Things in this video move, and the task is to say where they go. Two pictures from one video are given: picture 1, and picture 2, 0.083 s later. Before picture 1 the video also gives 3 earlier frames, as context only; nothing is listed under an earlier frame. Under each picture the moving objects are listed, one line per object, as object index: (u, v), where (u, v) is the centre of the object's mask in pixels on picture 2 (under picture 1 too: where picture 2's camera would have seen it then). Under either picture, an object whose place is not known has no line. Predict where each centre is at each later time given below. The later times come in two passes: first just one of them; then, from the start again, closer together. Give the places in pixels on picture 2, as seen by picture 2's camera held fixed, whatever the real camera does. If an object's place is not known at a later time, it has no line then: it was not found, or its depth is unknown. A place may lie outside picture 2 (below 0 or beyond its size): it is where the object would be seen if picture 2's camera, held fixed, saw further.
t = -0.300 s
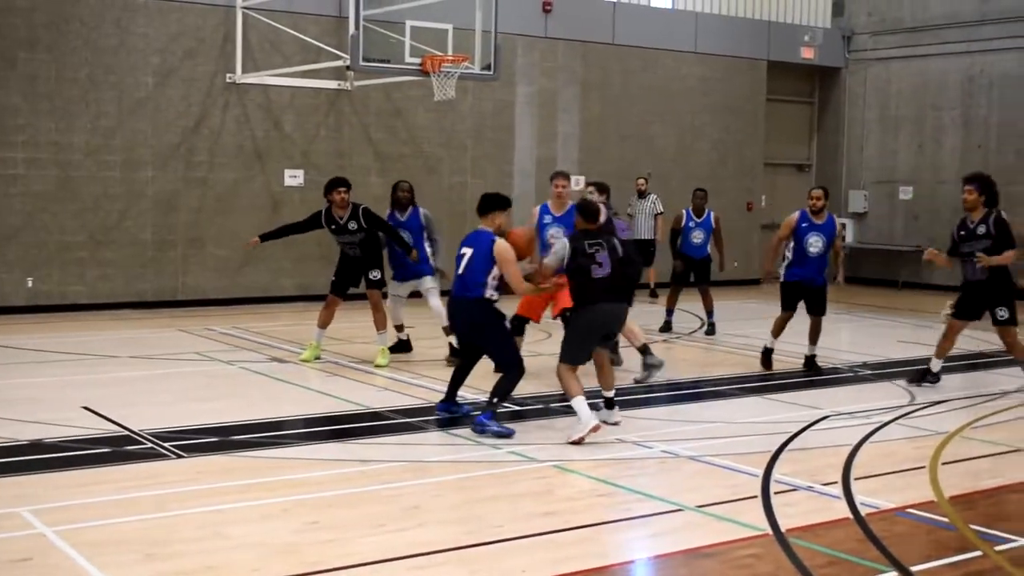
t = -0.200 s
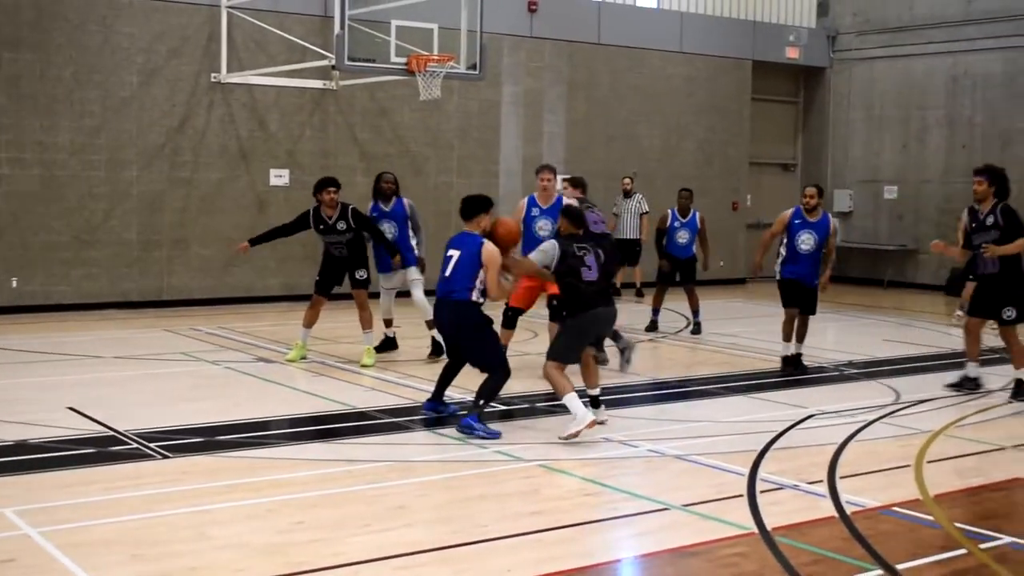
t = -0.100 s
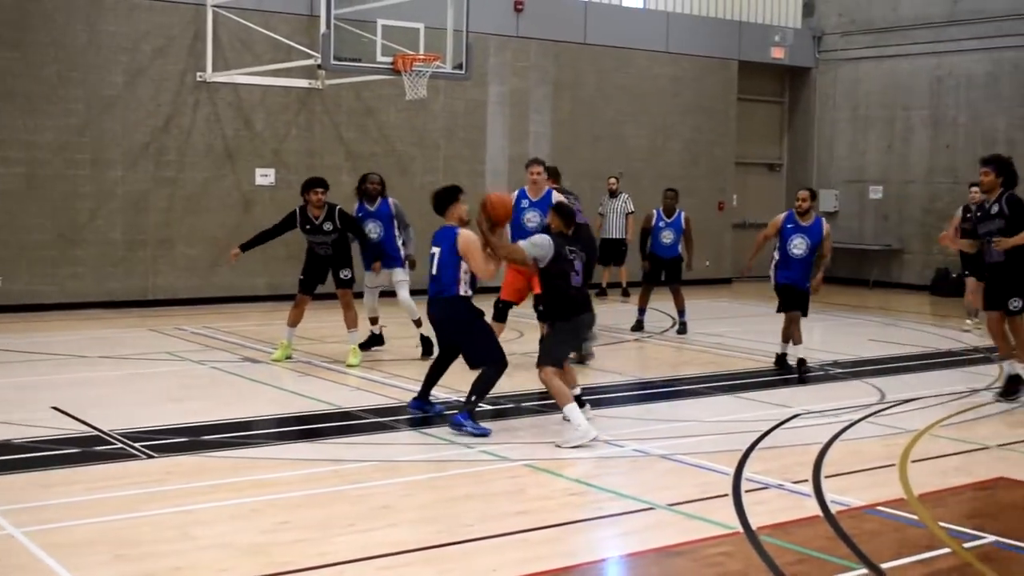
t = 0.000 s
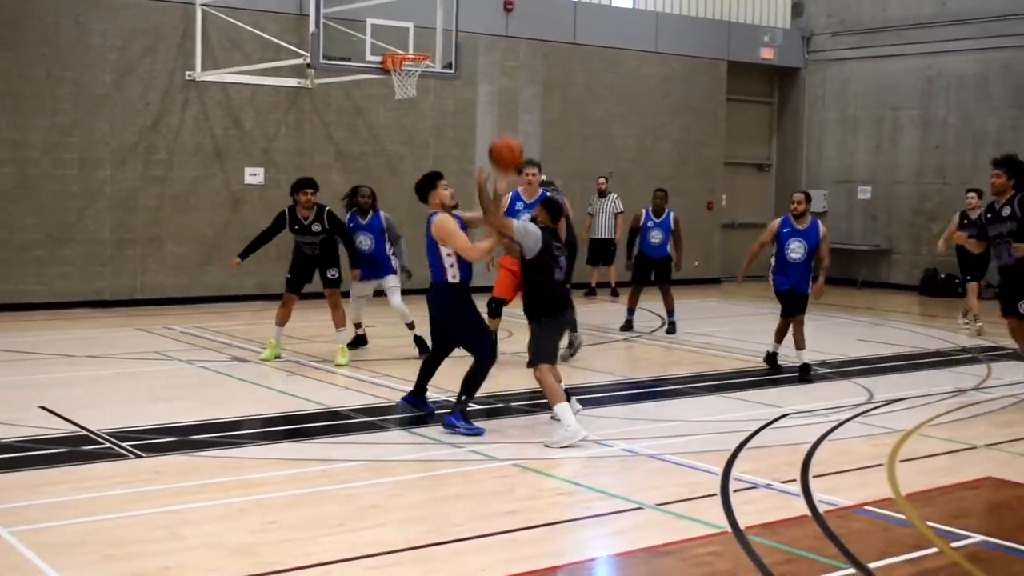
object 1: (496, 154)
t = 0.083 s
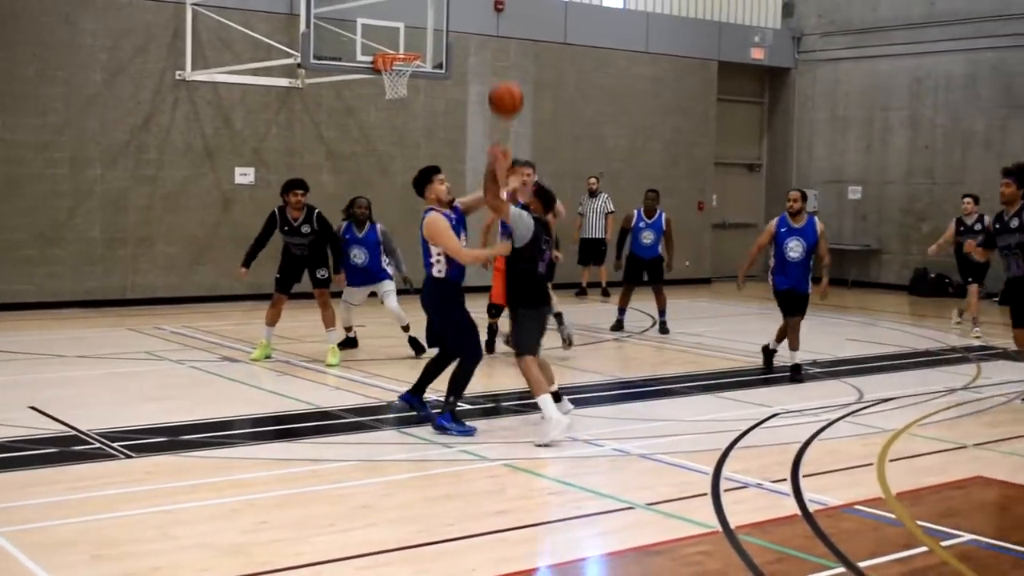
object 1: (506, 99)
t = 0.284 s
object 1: (527, 12)
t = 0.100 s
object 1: (507, 90)
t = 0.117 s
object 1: (509, 81)
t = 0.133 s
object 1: (511, 71)
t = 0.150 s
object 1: (513, 62)
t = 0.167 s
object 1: (515, 55)
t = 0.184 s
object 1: (517, 47)
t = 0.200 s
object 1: (518, 39)
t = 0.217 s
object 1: (520, 33)
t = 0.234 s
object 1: (522, 26)
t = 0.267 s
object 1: (526, 15)
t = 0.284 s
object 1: (527, 12)
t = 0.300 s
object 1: (529, 10)
